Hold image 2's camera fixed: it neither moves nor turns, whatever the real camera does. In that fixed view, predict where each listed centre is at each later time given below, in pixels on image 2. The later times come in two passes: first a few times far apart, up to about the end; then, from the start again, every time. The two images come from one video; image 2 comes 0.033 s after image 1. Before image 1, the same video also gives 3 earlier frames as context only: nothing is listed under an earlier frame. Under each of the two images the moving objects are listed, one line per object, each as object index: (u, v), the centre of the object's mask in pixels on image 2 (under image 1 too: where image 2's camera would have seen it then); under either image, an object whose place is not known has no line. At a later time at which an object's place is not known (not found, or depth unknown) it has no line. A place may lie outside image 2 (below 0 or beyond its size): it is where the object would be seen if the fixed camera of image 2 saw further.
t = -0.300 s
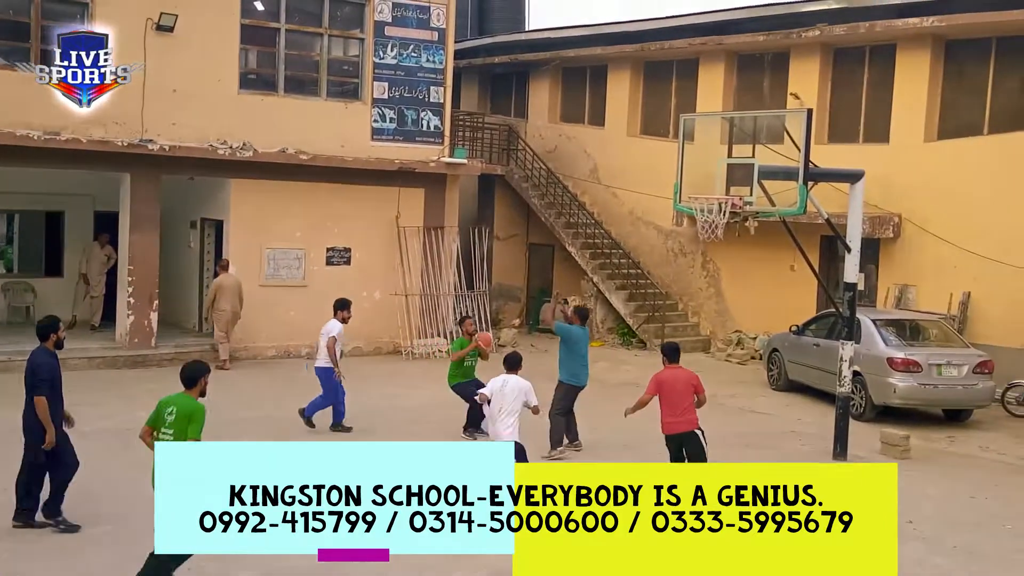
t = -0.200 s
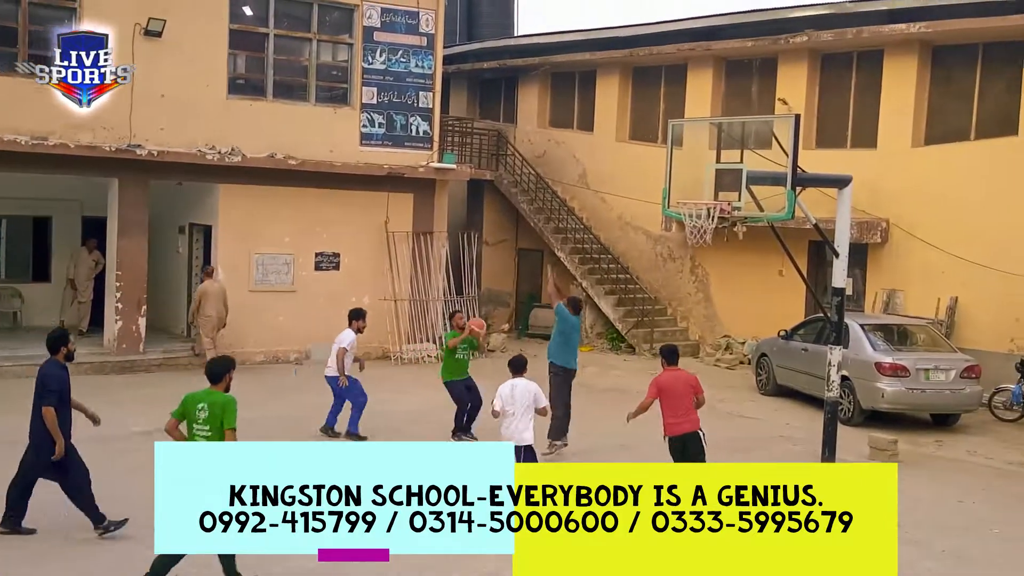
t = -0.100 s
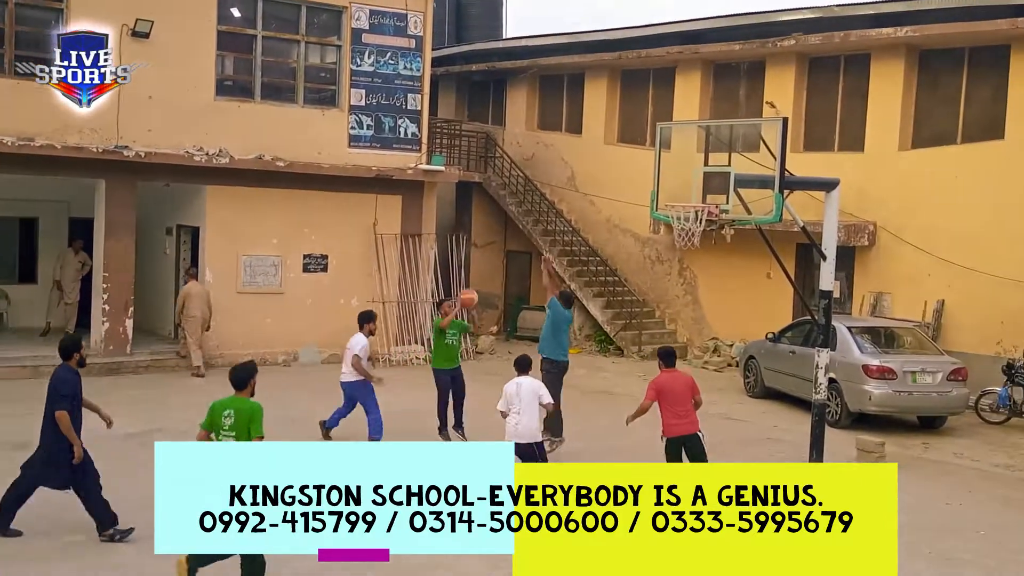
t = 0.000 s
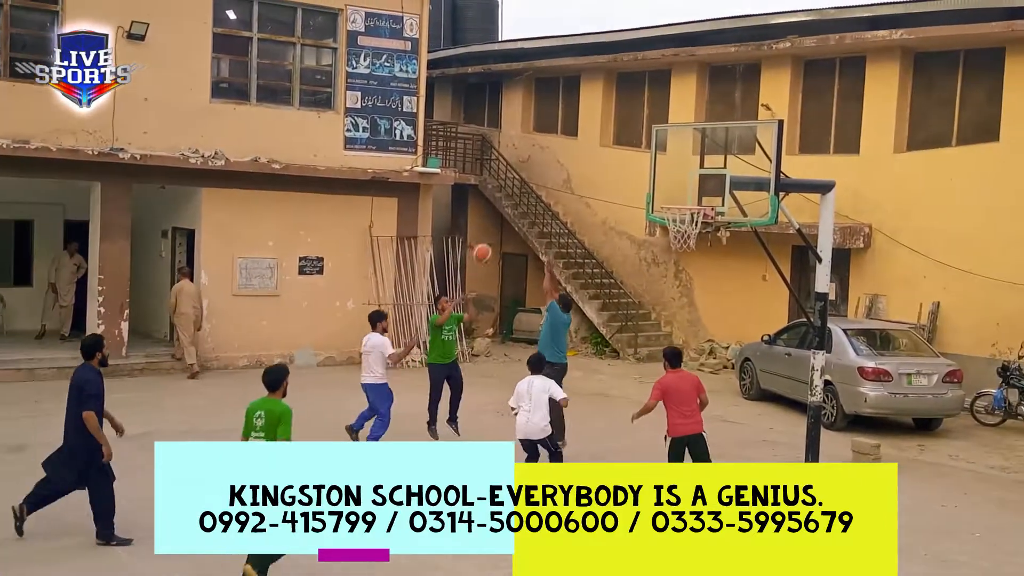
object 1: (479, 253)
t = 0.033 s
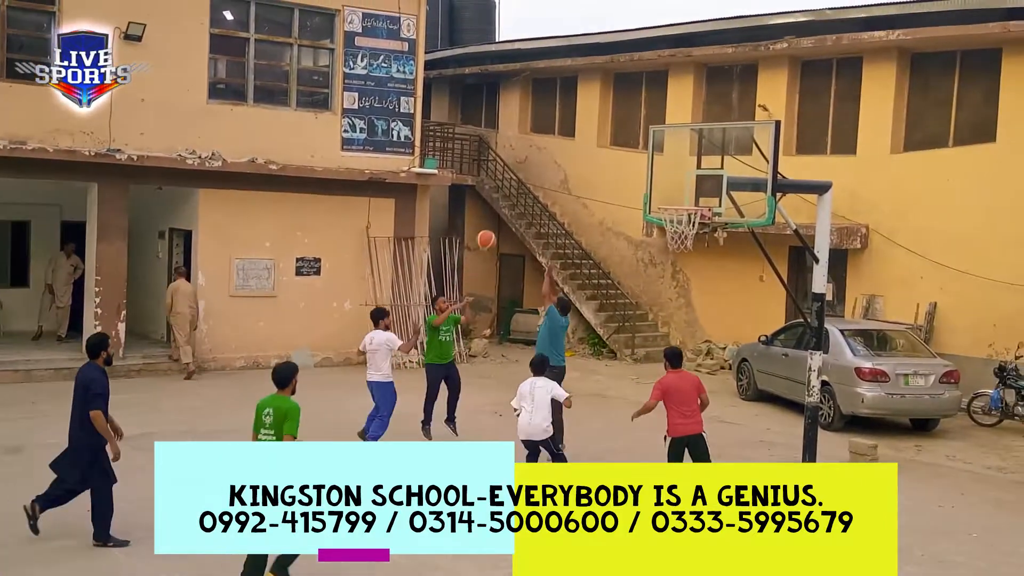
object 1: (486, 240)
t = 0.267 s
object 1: (532, 163)
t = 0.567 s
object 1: (591, 128)
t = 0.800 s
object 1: (637, 157)
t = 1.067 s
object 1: (679, 186)
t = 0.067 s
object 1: (493, 227)
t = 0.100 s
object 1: (499, 214)
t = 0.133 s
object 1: (505, 202)
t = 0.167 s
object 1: (511, 192)
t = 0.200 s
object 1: (518, 180)
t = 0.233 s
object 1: (525, 171)
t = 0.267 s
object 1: (532, 163)
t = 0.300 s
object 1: (538, 155)
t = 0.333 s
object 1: (545, 148)
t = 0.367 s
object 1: (552, 142)
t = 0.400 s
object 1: (558, 137)
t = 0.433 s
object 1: (564, 133)
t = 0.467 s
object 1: (571, 131)
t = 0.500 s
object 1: (577, 129)
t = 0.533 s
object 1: (585, 128)
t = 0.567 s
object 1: (591, 128)
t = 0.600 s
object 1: (598, 129)
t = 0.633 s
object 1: (605, 131)
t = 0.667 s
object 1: (612, 134)
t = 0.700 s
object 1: (618, 139)
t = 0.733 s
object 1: (625, 144)
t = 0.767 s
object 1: (631, 150)
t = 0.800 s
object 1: (637, 157)
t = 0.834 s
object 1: (645, 166)
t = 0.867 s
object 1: (651, 175)
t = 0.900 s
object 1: (658, 186)
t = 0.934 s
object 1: (664, 197)
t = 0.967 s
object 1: (668, 193)
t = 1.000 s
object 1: (671, 189)
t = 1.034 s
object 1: (675, 187)
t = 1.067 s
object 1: (679, 186)
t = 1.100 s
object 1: (682, 185)
